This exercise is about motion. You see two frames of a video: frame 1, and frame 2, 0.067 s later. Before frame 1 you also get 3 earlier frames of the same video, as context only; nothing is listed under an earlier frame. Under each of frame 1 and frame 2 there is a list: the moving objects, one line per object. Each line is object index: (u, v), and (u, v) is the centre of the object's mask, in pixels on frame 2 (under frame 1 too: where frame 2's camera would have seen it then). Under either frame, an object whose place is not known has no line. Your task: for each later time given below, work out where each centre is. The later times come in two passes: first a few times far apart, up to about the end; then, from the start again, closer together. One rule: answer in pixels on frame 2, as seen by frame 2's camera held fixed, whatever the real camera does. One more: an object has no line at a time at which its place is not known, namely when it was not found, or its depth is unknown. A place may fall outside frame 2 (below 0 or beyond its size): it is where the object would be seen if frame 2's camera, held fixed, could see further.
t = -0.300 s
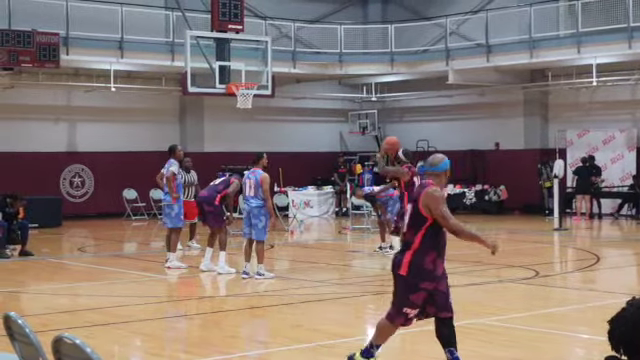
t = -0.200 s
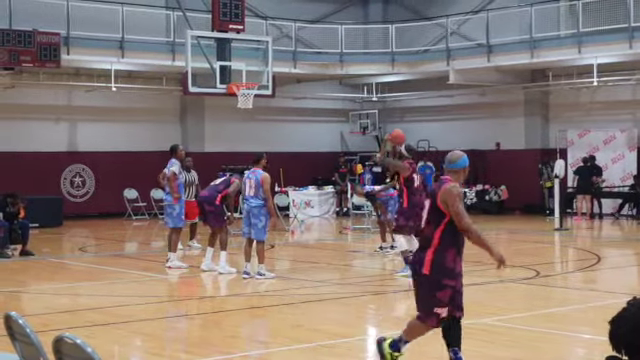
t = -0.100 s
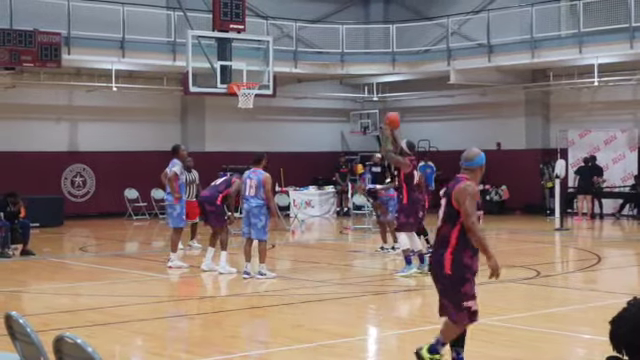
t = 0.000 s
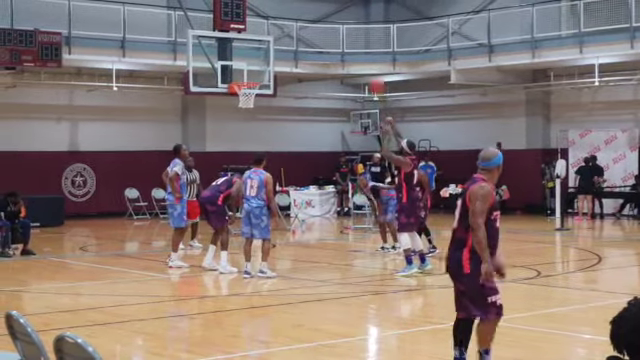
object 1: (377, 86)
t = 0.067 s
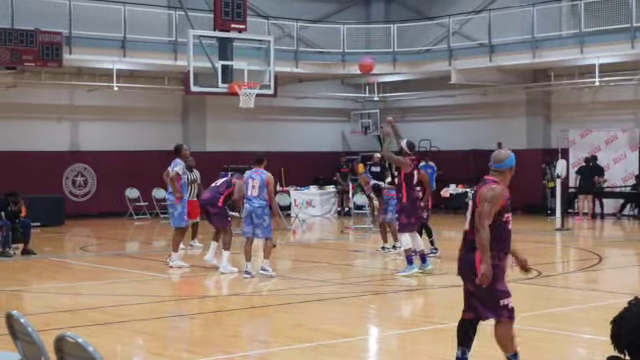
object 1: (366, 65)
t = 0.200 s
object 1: (344, 37)
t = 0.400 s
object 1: (314, 15)
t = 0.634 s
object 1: (283, 20)
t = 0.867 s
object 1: (253, 55)
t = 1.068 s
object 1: (246, 58)
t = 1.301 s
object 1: (262, 29)
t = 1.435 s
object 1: (270, 24)
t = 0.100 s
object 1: (361, 58)
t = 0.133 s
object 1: (355, 50)
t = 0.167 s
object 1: (350, 44)
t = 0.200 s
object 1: (344, 37)
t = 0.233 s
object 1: (339, 32)
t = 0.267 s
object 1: (333, 26)
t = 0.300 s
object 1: (328, 22)
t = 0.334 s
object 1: (324, 19)
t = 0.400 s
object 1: (314, 15)
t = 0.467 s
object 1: (305, 13)
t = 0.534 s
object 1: (294, 13)
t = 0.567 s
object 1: (291, 16)
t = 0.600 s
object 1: (285, 18)
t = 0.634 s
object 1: (283, 20)
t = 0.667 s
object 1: (278, 24)
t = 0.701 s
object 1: (273, 29)
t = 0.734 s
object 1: (269, 33)
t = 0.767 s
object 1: (265, 38)
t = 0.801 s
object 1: (262, 42)
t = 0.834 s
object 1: (258, 47)
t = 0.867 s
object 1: (253, 55)
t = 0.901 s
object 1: (249, 62)
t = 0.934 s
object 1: (245, 72)
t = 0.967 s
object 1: (241, 77)
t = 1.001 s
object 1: (242, 74)
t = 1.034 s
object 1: (244, 66)
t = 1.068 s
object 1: (246, 58)
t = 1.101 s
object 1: (250, 50)
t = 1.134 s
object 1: (251, 47)
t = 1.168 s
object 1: (253, 43)
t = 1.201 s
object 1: (256, 37)
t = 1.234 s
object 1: (257, 35)
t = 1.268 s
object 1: (260, 30)
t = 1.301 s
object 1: (262, 29)
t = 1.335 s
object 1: (263, 27)
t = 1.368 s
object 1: (265, 25)
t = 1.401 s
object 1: (270, 26)
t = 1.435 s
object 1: (270, 24)
